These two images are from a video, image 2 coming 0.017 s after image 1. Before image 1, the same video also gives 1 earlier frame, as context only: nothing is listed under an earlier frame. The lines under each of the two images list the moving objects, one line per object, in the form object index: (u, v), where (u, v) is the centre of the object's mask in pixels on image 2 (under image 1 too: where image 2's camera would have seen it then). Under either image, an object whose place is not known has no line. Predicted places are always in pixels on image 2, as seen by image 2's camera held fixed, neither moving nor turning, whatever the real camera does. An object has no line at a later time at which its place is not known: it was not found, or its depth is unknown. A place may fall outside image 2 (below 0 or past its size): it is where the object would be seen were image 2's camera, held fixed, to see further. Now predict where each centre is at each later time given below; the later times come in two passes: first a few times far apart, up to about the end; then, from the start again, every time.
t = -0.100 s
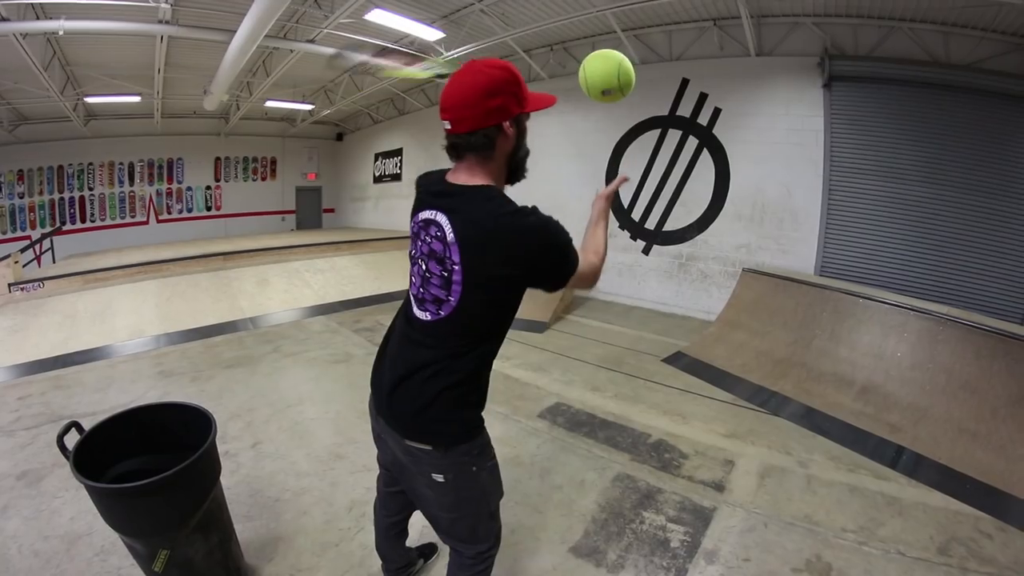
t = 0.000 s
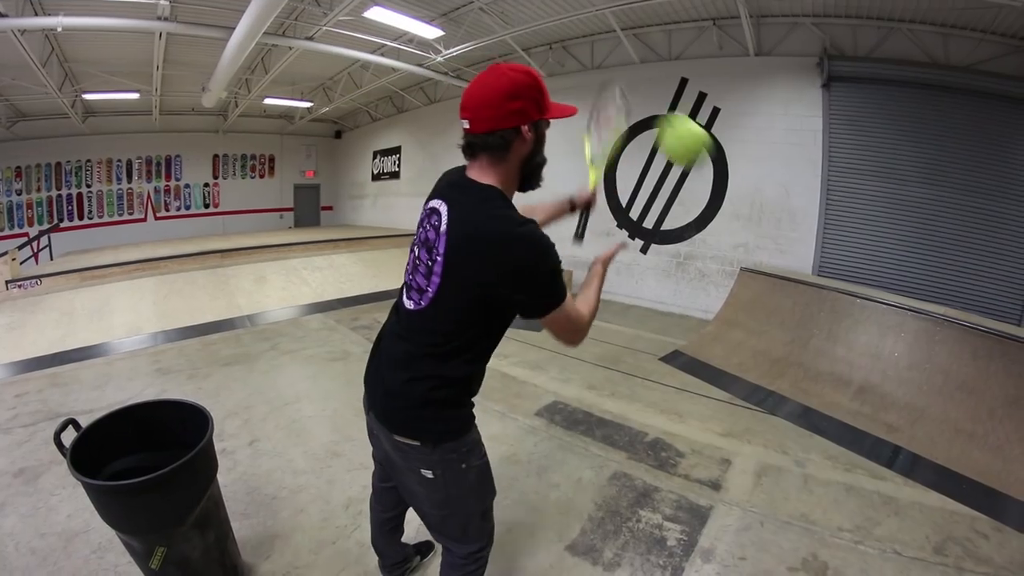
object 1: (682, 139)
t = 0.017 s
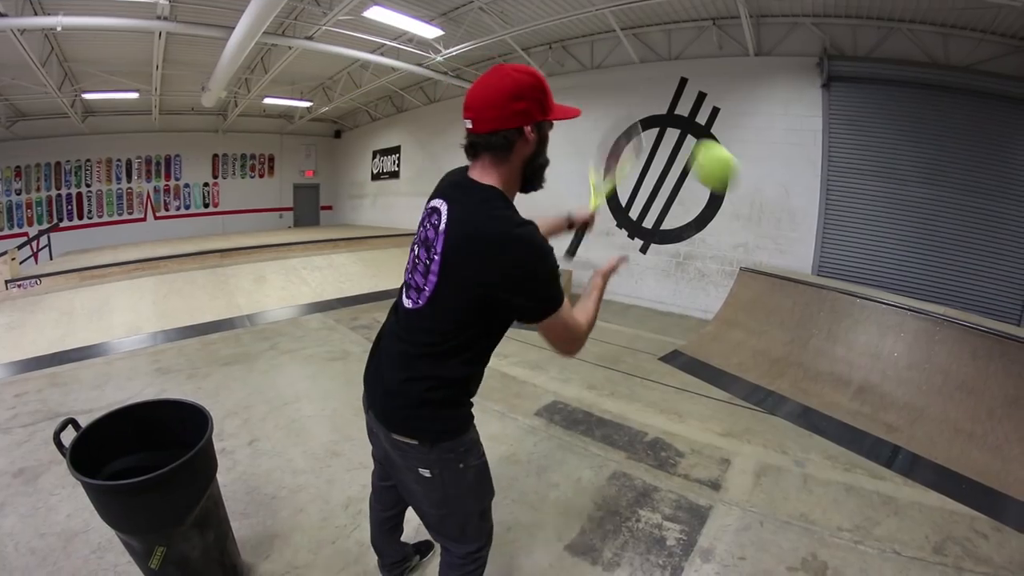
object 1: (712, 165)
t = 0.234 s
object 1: (867, 336)
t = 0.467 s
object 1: (849, 235)
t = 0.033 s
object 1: (738, 187)
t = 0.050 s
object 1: (761, 207)
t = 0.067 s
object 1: (779, 225)
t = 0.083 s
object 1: (794, 241)
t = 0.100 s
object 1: (808, 255)
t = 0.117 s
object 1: (819, 268)
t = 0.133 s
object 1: (828, 280)
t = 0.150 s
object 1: (837, 291)
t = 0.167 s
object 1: (844, 301)
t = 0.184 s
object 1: (851, 311)
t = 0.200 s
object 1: (857, 320)
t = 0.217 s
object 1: (862, 328)
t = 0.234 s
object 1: (867, 336)
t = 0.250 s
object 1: (868, 334)
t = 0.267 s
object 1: (868, 325)
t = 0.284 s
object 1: (867, 317)
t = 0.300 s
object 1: (866, 310)
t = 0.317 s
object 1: (865, 302)
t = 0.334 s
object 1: (864, 294)
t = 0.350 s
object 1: (863, 287)
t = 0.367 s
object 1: (861, 279)
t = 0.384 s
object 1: (859, 271)
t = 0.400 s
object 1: (857, 264)
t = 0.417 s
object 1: (856, 256)
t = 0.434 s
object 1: (853, 249)
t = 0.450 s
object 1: (851, 241)
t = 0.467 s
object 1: (849, 235)
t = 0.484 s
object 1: (846, 227)
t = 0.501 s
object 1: (844, 220)
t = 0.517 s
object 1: (840, 213)
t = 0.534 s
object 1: (837, 206)
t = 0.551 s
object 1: (833, 199)
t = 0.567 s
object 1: (829, 192)
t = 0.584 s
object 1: (825, 185)
